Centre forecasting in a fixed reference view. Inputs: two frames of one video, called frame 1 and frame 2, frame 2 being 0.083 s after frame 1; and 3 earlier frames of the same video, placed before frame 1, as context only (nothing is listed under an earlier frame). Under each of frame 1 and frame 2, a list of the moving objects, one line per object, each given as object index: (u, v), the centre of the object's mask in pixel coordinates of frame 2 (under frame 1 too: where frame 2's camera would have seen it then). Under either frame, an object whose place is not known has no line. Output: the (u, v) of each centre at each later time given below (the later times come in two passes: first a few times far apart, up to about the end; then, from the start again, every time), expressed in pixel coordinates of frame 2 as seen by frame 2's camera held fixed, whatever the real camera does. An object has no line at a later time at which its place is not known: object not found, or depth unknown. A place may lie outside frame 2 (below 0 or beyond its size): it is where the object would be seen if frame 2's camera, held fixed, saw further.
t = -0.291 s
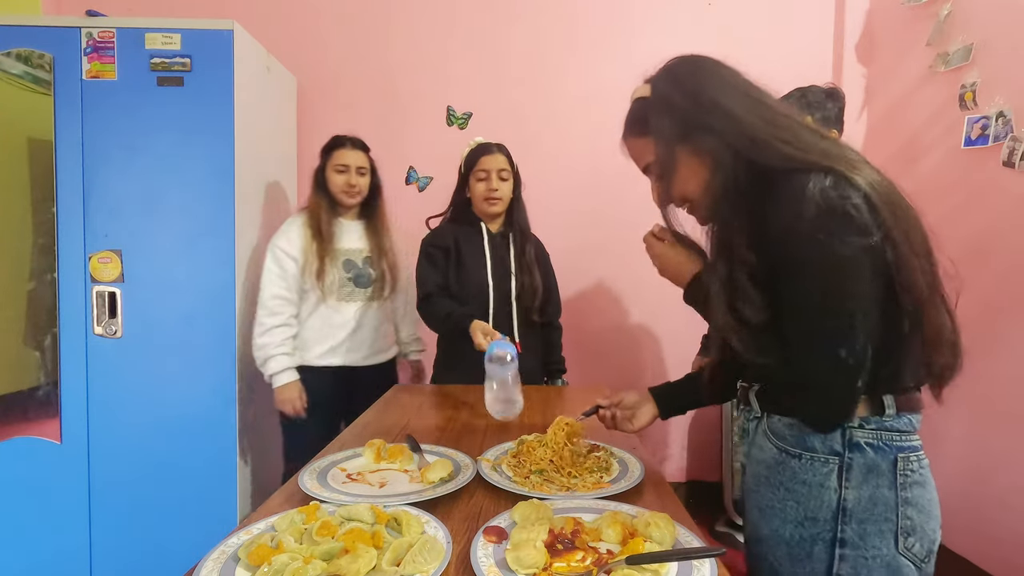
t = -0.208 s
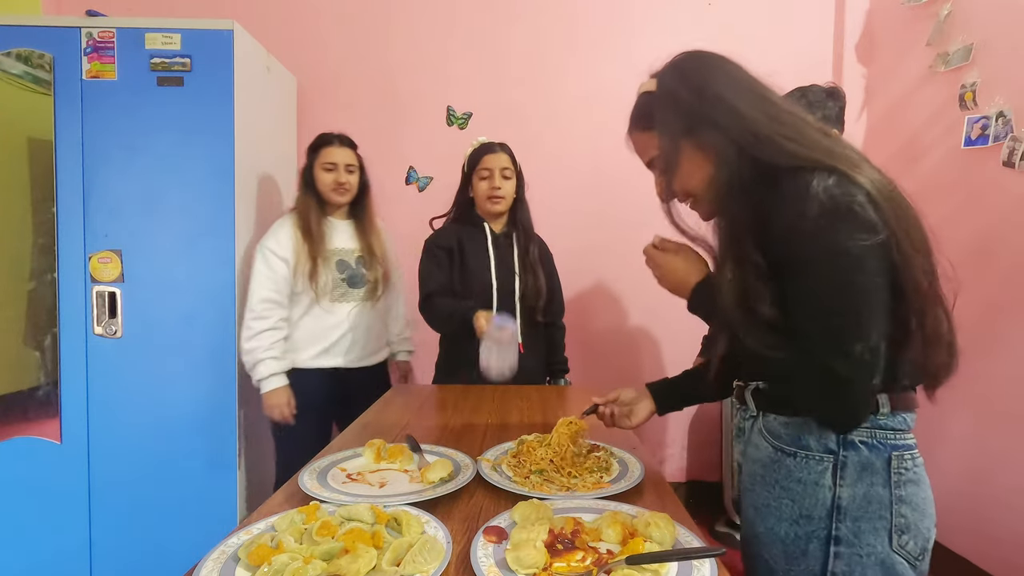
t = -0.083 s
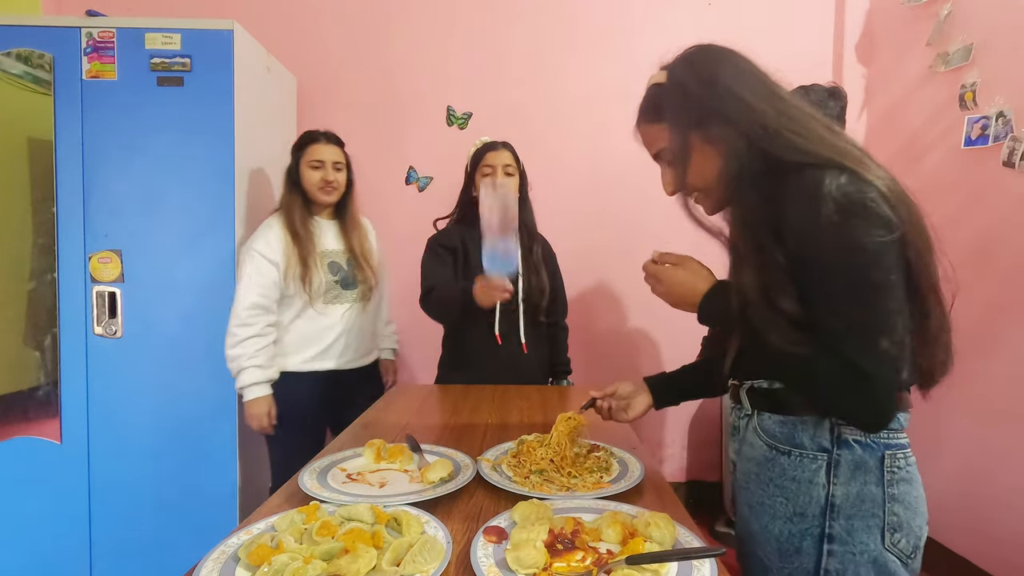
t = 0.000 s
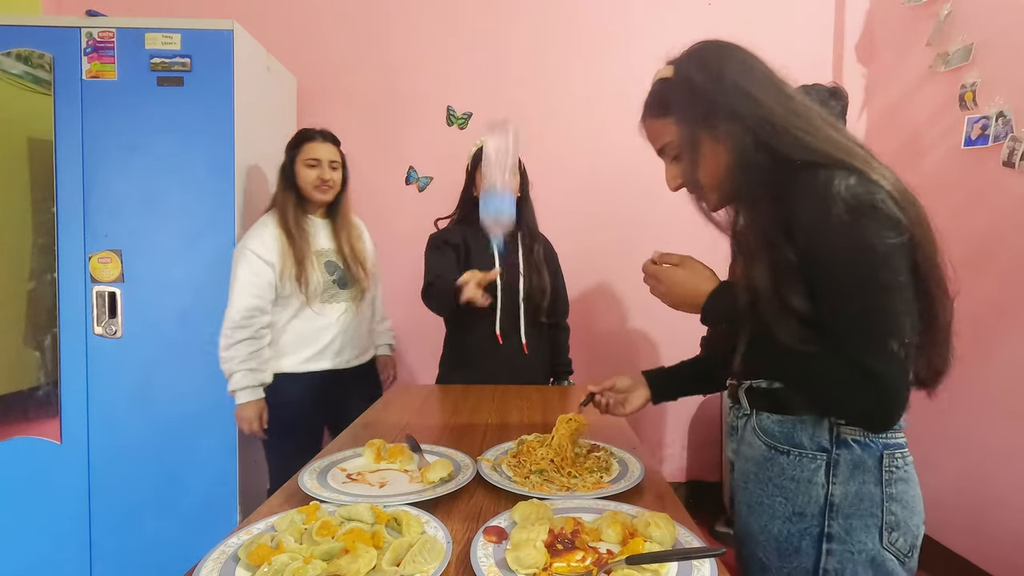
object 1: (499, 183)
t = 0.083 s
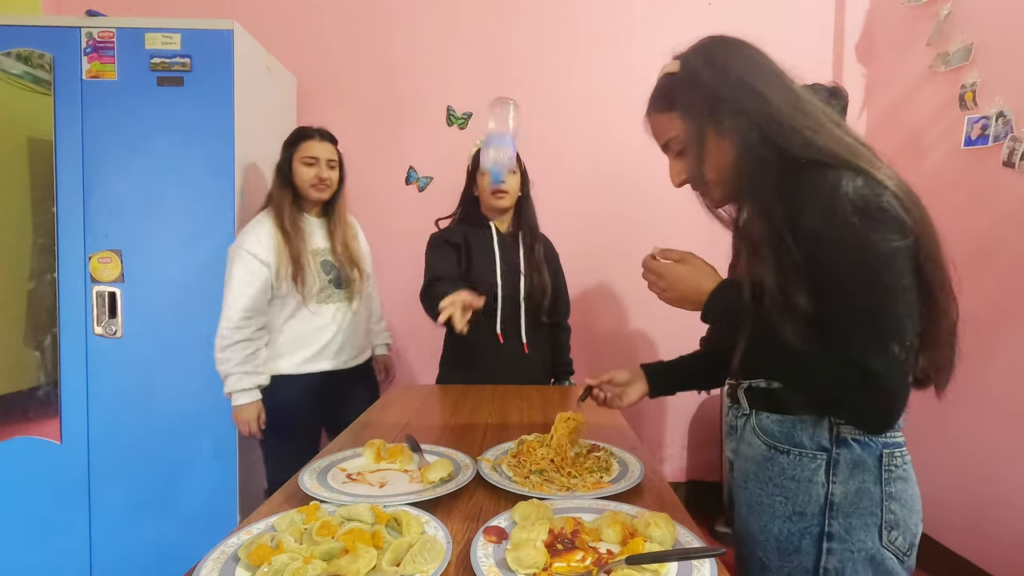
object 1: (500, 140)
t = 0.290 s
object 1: (502, 176)
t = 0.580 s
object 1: (509, 342)
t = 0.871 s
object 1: (501, 348)
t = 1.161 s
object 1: (502, 349)
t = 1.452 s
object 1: (502, 348)
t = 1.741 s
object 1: (502, 349)
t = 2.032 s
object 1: (501, 348)
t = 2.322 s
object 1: (501, 348)
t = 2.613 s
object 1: (501, 349)
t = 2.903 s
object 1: (501, 349)
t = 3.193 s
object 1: (501, 348)
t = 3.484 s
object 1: (501, 348)
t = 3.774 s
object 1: (501, 348)
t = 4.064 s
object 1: (501, 348)
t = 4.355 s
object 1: (502, 349)
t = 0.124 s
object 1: (499, 131)
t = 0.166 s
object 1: (499, 129)
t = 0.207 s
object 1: (501, 137)
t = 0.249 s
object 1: (502, 153)
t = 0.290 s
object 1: (502, 176)
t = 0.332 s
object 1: (503, 204)
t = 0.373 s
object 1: (503, 239)
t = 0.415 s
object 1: (503, 280)
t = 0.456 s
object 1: (503, 326)
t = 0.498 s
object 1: (503, 343)
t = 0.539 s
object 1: (506, 341)
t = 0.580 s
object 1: (509, 342)
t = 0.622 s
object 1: (510, 345)
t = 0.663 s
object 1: (511, 346)
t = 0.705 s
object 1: (511, 346)
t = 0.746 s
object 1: (510, 346)
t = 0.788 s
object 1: (507, 347)
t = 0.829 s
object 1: (503, 347)
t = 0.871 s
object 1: (501, 348)
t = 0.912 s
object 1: (501, 348)
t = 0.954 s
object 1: (503, 348)
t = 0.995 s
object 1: (502, 348)
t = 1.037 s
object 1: (501, 348)
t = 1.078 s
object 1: (502, 348)
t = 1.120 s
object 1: (501, 348)
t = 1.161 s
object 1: (502, 349)
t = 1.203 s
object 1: (502, 348)
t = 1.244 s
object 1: (502, 348)
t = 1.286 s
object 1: (502, 348)
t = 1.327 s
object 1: (501, 349)
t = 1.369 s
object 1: (502, 348)
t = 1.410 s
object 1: (502, 348)
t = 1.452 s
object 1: (502, 348)
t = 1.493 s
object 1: (502, 348)
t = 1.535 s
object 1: (501, 349)
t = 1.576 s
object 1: (501, 349)
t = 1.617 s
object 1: (502, 348)
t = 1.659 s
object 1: (502, 348)
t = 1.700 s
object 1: (502, 349)
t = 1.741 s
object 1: (502, 349)
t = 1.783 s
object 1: (501, 349)
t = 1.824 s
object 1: (501, 348)
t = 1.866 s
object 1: (501, 348)
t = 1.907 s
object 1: (501, 348)
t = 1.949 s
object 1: (501, 348)
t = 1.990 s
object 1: (501, 348)
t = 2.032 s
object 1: (501, 348)
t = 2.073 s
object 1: (501, 349)
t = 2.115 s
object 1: (501, 349)
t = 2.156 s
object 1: (501, 349)
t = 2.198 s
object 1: (501, 349)
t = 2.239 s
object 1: (501, 349)
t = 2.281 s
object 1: (501, 348)
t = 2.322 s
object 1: (501, 348)
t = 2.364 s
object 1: (501, 348)
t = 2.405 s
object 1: (501, 348)
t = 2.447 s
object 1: (501, 348)
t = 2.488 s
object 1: (501, 349)
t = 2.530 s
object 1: (501, 349)
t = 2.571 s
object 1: (501, 349)
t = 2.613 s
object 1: (501, 349)
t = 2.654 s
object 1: (501, 349)
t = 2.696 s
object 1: (502, 349)
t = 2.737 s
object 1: (502, 349)
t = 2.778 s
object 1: (502, 349)
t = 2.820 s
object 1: (502, 349)
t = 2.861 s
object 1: (501, 349)
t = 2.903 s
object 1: (501, 349)
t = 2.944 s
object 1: (502, 349)
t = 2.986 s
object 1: (502, 349)
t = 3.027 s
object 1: (501, 348)
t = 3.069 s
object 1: (501, 348)
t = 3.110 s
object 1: (501, 349)
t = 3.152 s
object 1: (501, 348)
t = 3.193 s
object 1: (501, 348)
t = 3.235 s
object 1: (501, 348)
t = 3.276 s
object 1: (501, 348)
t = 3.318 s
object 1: (501, 348)
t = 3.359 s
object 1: (501, 348)
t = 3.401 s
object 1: (501, 348)
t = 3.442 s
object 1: (501, 348)
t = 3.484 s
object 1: (501, 348)
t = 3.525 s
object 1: (501, 348)
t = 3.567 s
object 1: (501, 348)
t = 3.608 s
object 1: (501, 348)
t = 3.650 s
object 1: (501, 348)
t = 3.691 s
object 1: (501, 348)
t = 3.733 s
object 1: (501, 348)
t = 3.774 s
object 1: (501, 348)
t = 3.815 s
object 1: (501, 348)
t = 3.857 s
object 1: (501, 348)
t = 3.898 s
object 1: (501, 348)
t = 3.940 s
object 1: (501, 348)
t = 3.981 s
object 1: (501, 348)
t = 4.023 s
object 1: (501, 348)
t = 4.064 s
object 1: (501, 348)
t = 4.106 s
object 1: (501, 349)
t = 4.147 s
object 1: (501, 349)
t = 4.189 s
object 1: (501, 349)
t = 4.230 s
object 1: (501, 349)
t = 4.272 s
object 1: (501, 349)
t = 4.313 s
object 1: (501, 349)
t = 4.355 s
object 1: (502, 349)
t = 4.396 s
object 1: (501, 349)
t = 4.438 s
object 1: (501, 349)
